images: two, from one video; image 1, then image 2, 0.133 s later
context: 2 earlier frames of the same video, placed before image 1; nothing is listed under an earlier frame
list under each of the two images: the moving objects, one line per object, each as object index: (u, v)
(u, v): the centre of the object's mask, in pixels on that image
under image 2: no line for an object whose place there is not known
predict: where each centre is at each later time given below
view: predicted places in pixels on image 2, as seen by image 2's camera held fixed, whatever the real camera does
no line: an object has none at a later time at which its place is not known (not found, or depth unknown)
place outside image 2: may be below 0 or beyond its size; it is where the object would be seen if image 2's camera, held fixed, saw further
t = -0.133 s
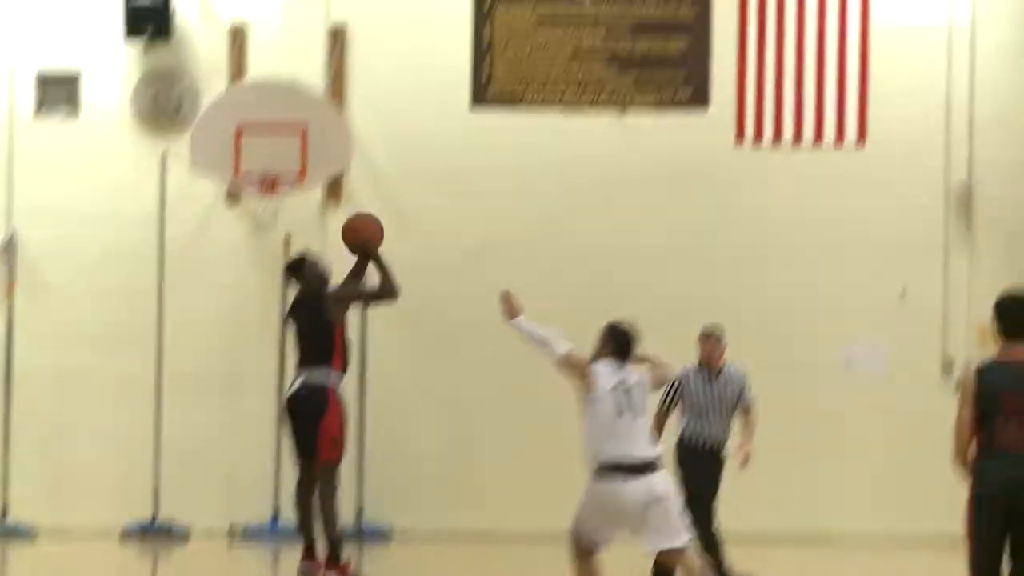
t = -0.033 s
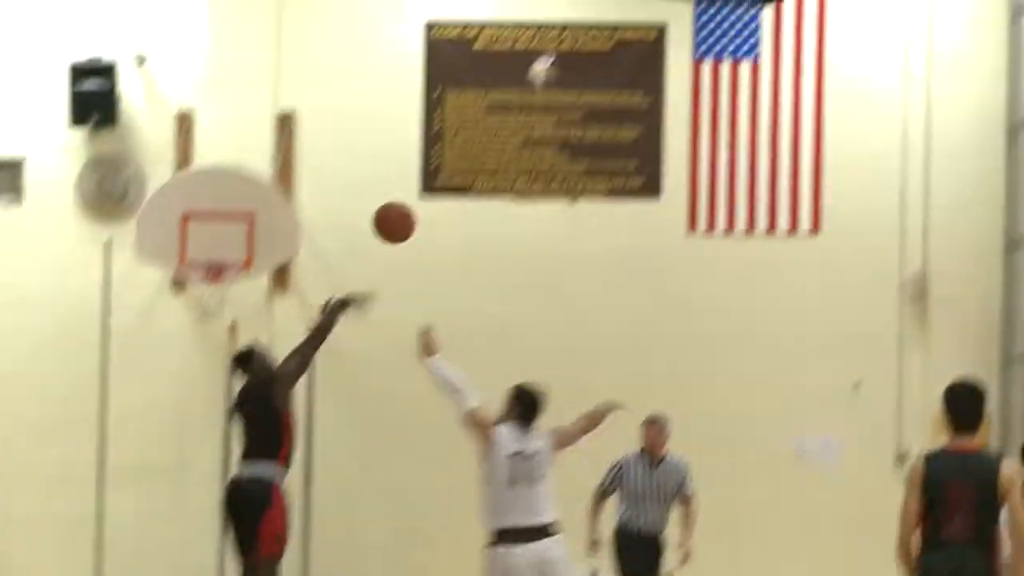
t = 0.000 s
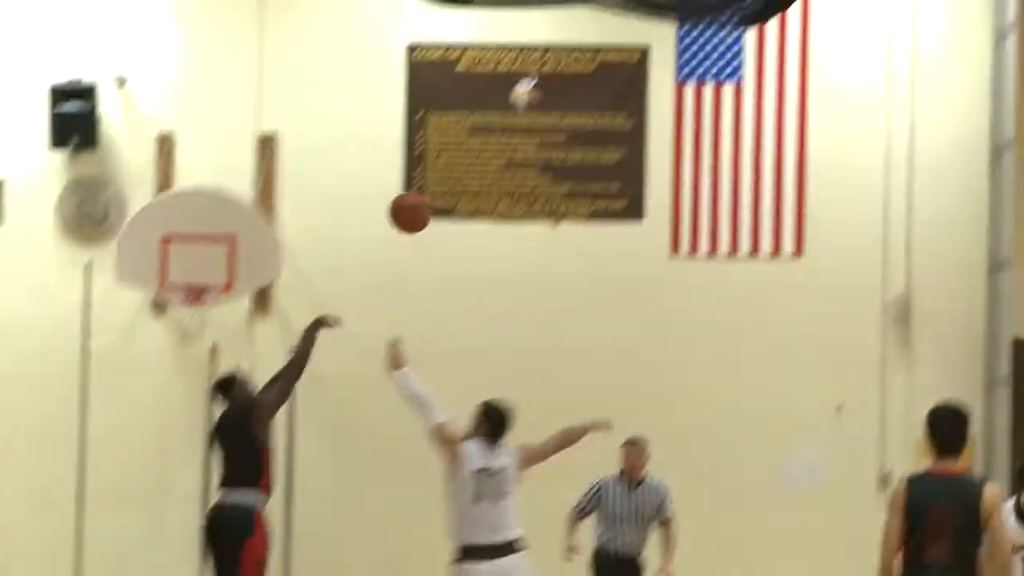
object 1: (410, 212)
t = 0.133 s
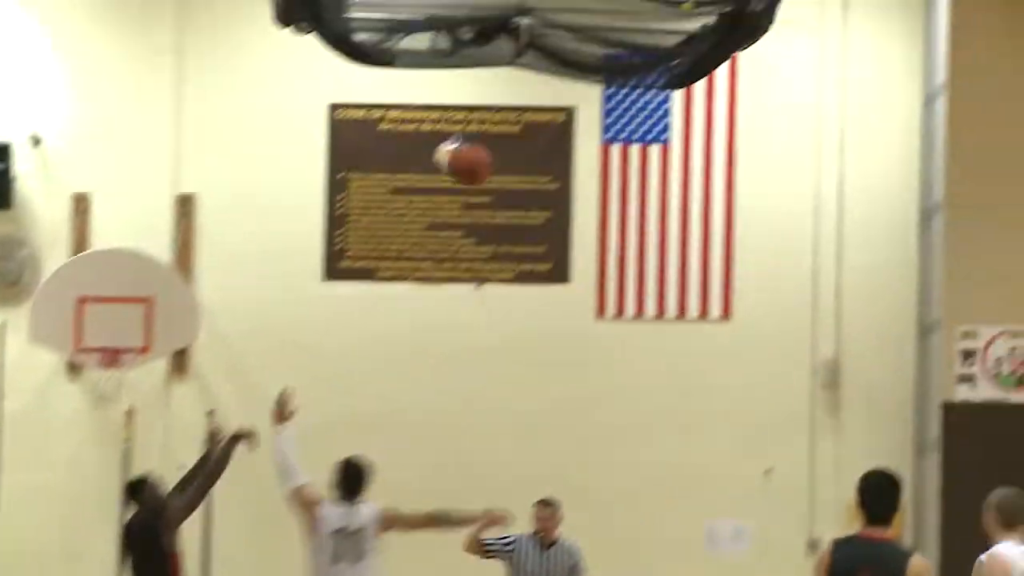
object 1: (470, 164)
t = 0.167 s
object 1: (504, 143)
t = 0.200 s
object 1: (538, 124)
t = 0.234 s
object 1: (570, 106)
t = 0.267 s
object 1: (603, 91)
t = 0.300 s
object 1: (634, 77)
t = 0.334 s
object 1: (666, 67)
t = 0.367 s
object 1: (697, 57)
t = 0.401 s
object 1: (730, 50)
